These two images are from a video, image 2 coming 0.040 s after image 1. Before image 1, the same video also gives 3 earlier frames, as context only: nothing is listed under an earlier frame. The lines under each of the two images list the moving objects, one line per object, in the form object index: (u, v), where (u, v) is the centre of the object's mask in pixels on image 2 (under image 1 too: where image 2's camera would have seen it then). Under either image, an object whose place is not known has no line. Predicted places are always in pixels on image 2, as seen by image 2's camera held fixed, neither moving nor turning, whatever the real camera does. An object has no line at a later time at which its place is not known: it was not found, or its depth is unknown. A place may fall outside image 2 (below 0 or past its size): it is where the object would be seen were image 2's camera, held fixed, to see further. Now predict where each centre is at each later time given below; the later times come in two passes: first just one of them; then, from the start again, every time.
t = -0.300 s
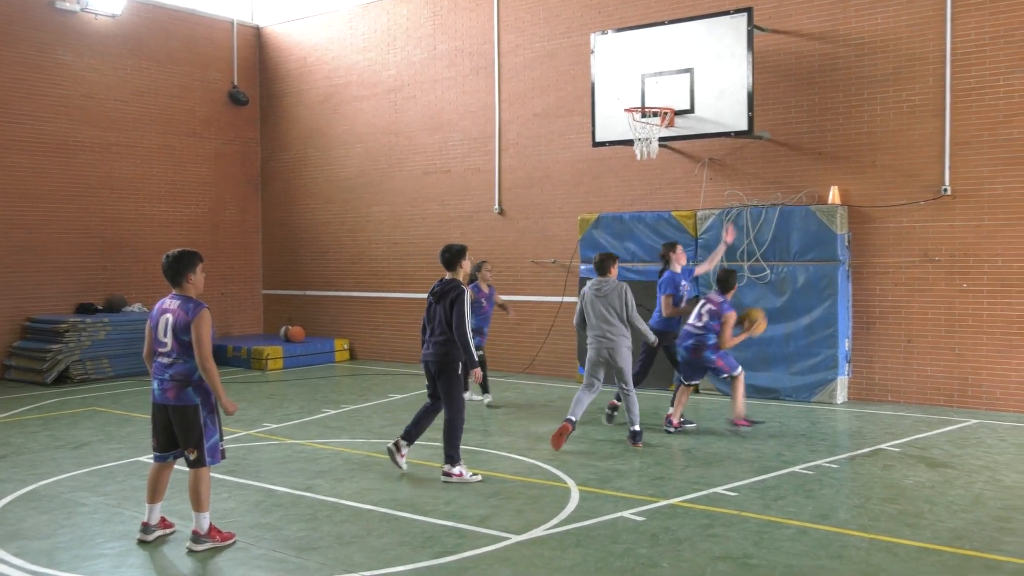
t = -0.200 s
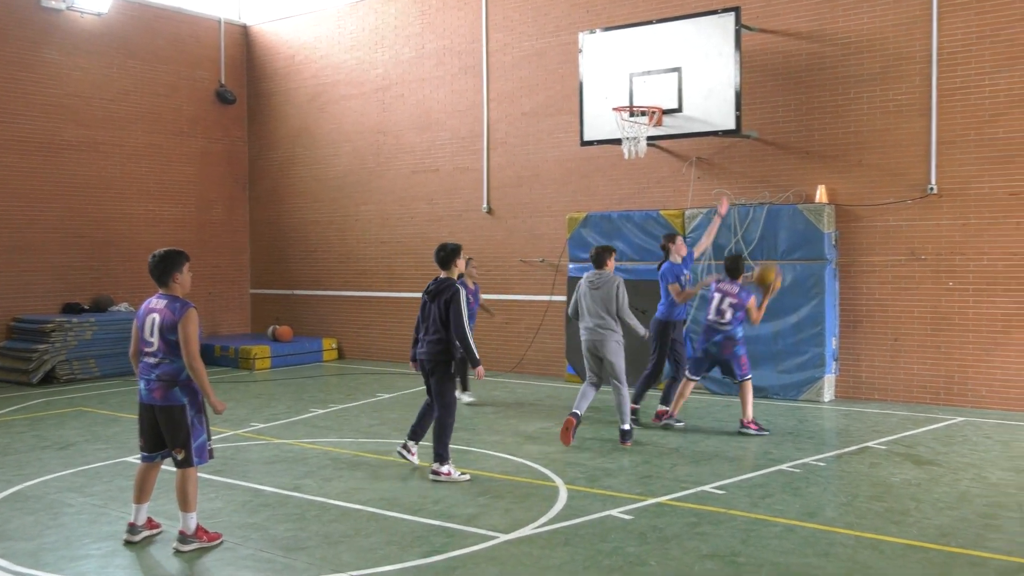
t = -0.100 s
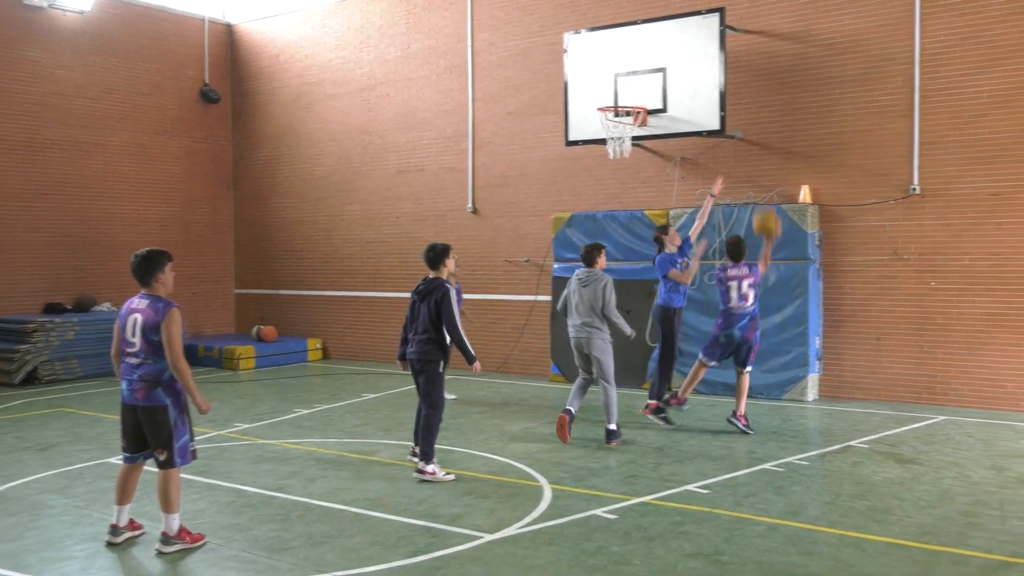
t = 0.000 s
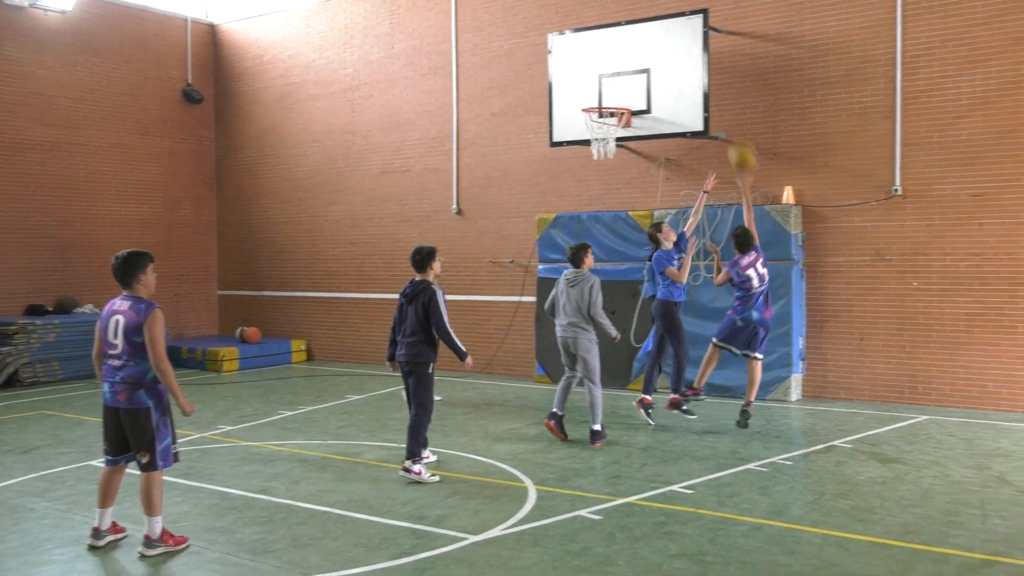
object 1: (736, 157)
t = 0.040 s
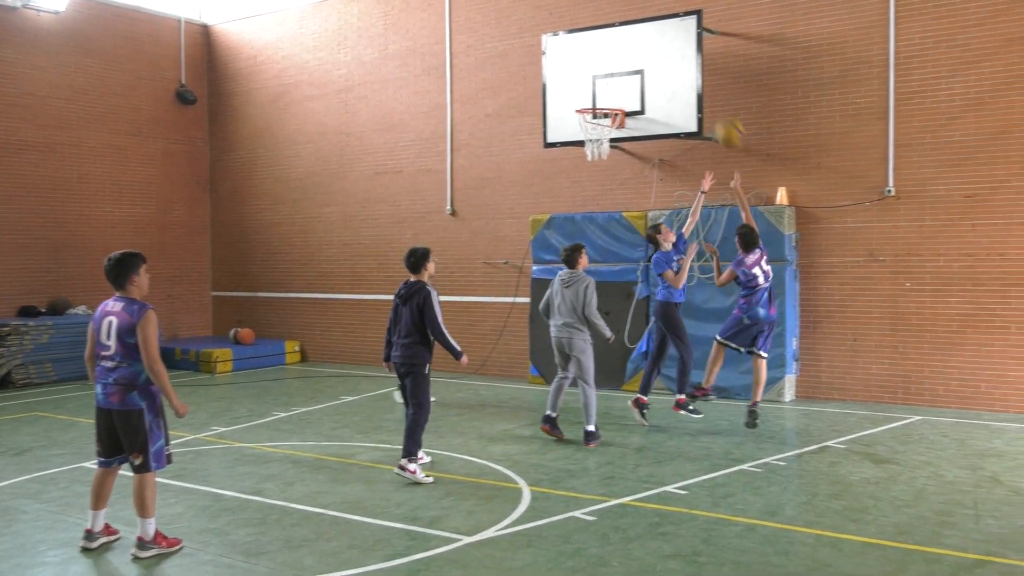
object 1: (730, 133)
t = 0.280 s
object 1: (689, 32)
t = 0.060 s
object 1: (727, 122)
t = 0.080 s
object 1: (723, 110)
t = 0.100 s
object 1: (719, 100)
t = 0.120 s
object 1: (717, 91)
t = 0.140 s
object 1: (714, 82)
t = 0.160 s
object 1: (710, 73)
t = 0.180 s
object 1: (707, 65)
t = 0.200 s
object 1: (703, 57)
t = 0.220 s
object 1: (700, 50)
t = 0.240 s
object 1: (696, 43)
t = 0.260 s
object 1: (693, 37)
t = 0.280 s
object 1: (689, 32)
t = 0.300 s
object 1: (686, 26)
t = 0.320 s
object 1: (683, 22)
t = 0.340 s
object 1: (679, 17)
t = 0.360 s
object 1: (676, 14)
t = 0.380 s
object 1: (673, 10)
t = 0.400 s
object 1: (670, 8)
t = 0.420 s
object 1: (667, 6)
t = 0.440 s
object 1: (664, 4)
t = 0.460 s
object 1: (661, 2)
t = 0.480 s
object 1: (658, 1)
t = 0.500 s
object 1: (655, 1)
